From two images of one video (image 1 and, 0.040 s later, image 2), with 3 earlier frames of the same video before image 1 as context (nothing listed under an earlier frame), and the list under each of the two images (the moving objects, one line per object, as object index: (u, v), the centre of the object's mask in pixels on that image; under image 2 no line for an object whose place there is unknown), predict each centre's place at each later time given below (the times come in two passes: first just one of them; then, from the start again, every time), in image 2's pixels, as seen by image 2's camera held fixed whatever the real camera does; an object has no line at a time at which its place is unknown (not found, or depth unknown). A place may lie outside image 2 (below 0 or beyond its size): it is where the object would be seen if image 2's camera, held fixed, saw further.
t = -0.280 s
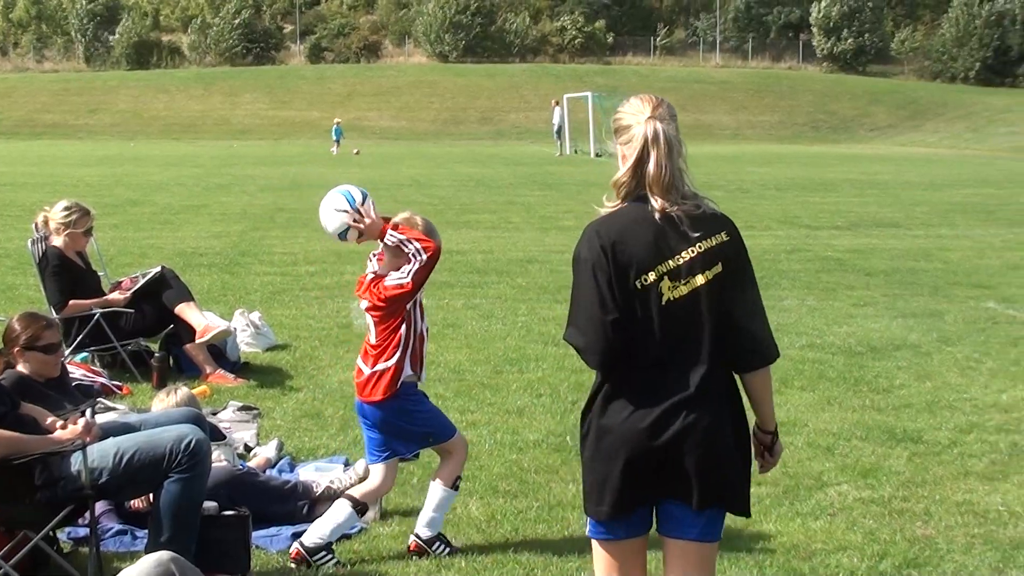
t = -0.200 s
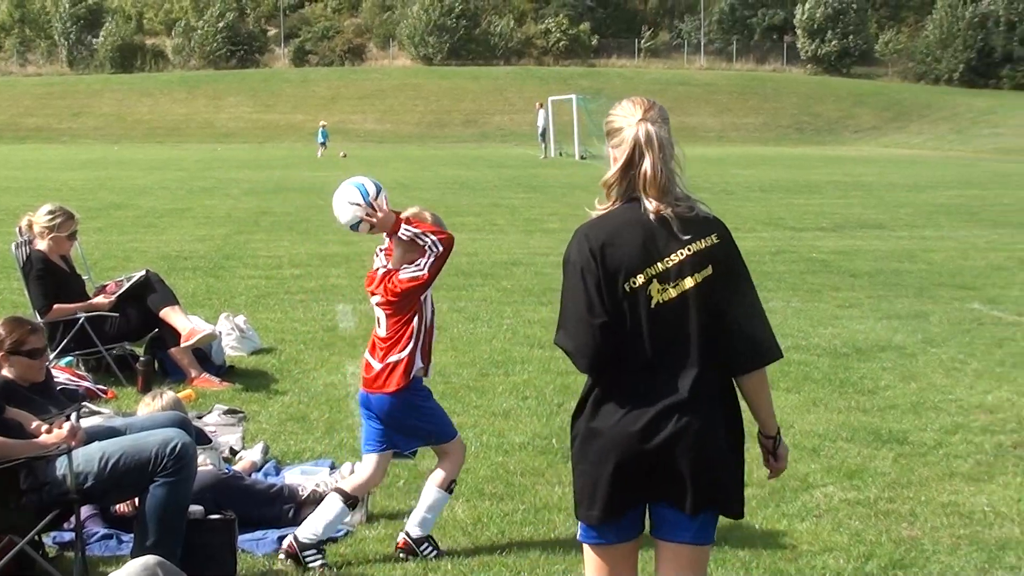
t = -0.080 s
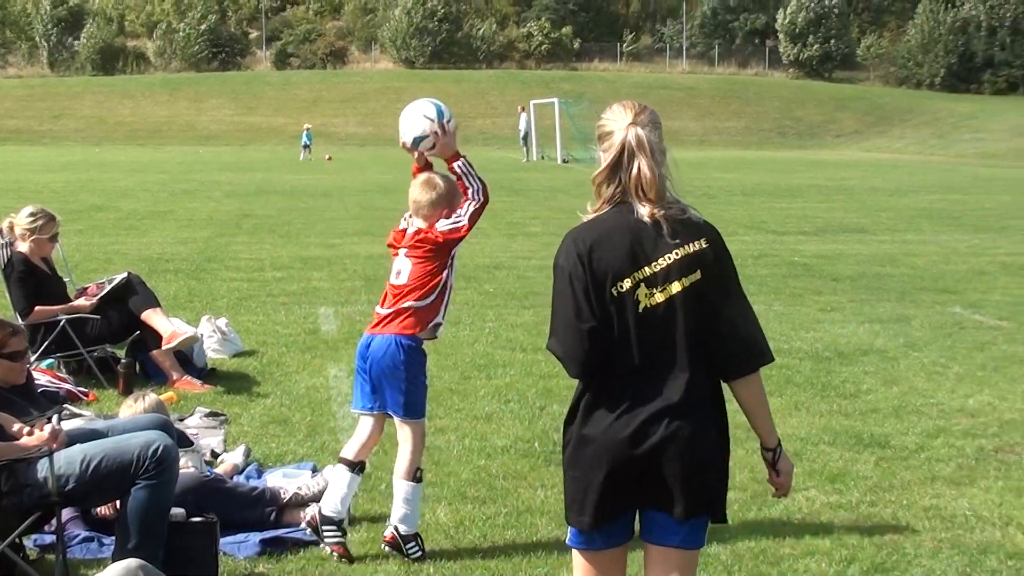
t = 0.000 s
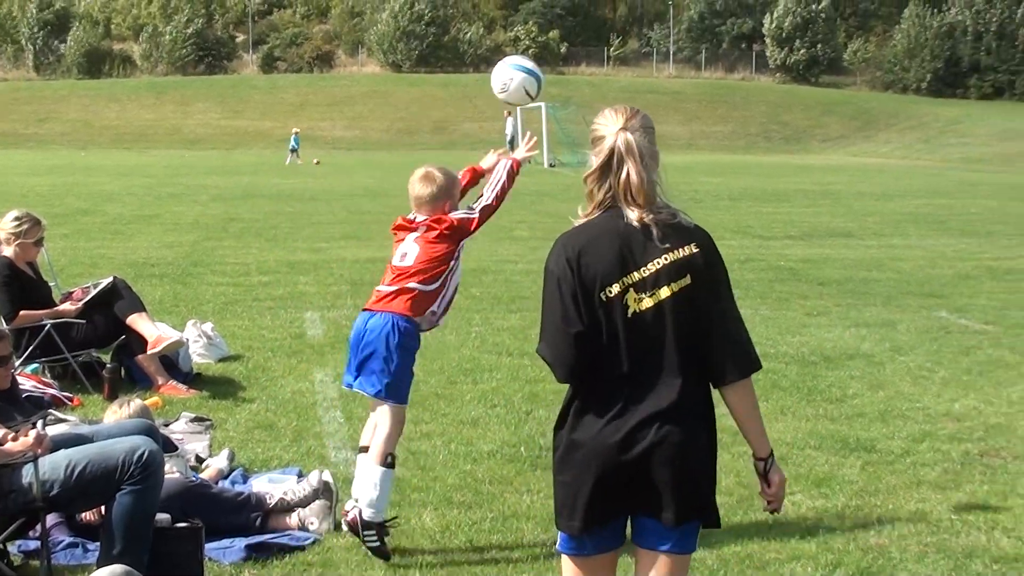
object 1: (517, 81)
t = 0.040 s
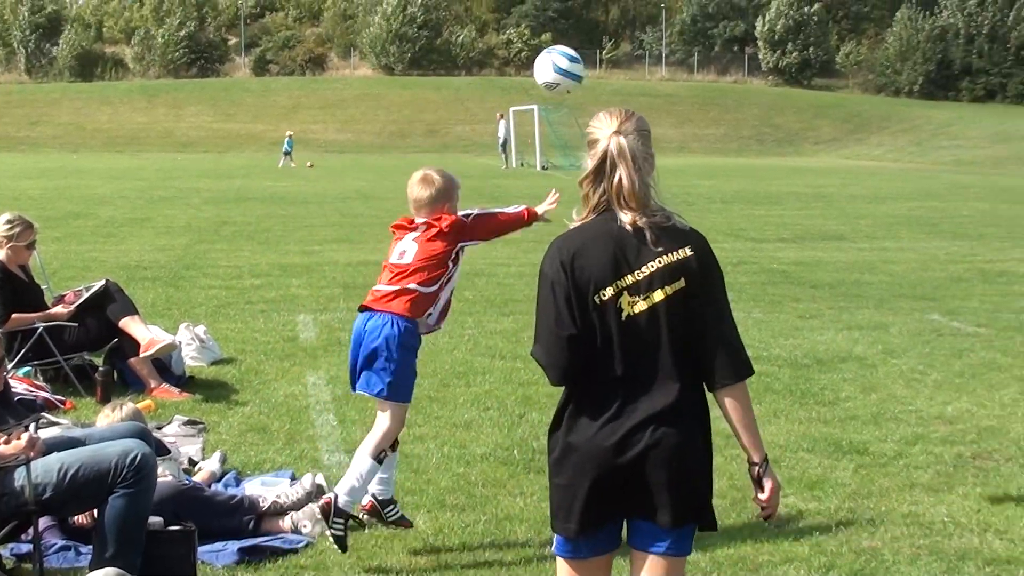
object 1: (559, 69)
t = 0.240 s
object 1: (765, 69)
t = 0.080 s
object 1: (605, 61)
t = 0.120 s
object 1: (648, 57)
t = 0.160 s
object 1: (689, 58)
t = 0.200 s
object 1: (729, 62)
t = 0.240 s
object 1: (765, 69)
